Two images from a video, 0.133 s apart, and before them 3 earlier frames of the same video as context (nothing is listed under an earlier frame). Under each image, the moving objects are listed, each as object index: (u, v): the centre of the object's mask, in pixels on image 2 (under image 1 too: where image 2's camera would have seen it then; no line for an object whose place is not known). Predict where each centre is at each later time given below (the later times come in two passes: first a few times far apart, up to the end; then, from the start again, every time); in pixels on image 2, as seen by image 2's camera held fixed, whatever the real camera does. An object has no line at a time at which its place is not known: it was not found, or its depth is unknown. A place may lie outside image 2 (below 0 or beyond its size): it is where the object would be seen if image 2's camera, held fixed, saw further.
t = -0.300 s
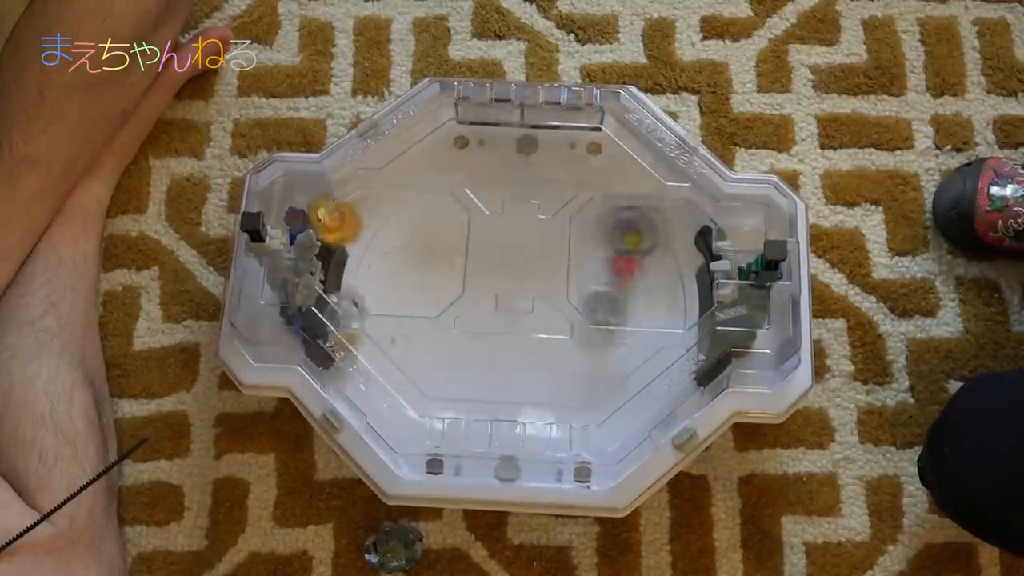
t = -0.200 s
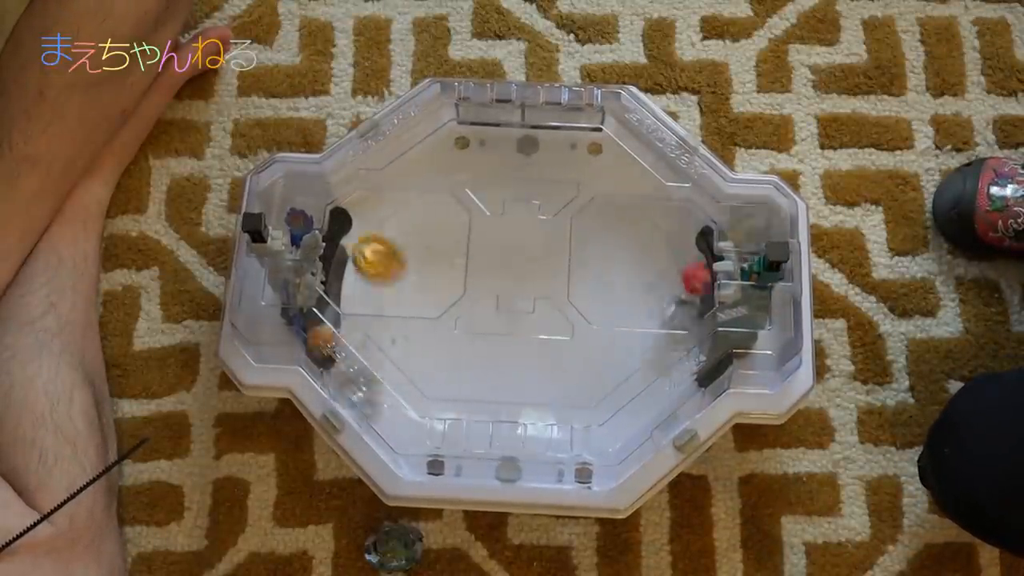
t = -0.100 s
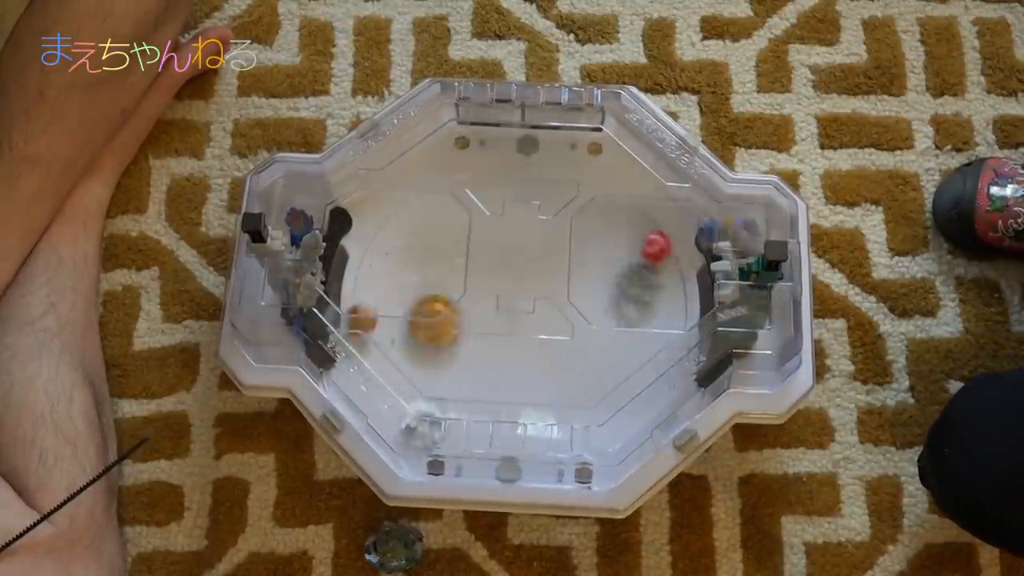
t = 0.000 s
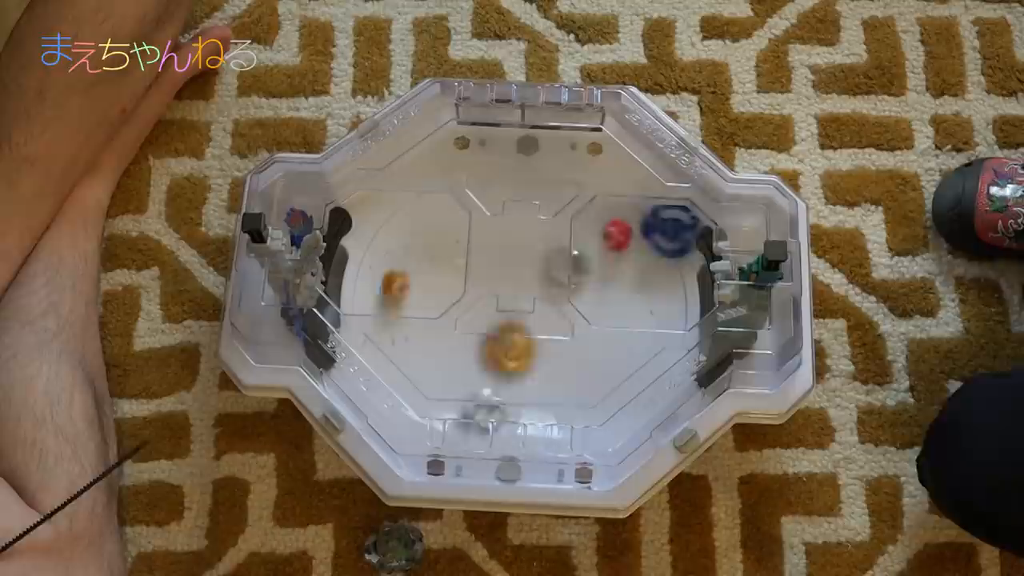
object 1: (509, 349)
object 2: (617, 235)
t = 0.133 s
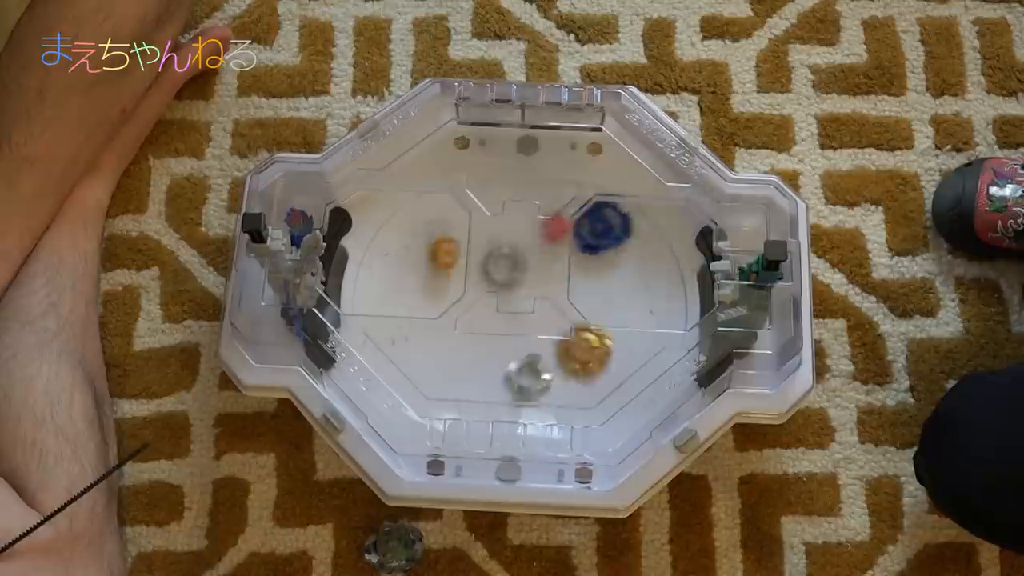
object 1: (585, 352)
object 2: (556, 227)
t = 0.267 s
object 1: (594, 348)
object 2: (507, 235)
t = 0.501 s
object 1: (594, 348)
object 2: (502, 236)
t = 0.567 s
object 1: (594, 348)
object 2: (501, 237)
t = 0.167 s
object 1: (593, 348)
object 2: (538, 229)
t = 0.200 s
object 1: (594, 348)
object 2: (522, 231)
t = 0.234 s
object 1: (594, 348)
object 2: (509, 235)
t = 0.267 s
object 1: (594, 348)
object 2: (507, 235)
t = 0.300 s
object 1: (594, 348)
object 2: (506, 238)
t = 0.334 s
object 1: (594, 347)
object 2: (505, 239)
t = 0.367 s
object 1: (594, 347)
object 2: (505, 239)
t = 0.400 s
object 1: (594, 347)
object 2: (506, 238)
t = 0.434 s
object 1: (594, 347)
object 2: (505, 238)
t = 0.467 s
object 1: (594, 347)
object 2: (504, 237)
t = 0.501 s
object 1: (594, 348)
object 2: (502, 236)
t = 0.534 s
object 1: (594, 348)
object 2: (501, 236)
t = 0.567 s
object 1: (594, 348)
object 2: (501, 237)
